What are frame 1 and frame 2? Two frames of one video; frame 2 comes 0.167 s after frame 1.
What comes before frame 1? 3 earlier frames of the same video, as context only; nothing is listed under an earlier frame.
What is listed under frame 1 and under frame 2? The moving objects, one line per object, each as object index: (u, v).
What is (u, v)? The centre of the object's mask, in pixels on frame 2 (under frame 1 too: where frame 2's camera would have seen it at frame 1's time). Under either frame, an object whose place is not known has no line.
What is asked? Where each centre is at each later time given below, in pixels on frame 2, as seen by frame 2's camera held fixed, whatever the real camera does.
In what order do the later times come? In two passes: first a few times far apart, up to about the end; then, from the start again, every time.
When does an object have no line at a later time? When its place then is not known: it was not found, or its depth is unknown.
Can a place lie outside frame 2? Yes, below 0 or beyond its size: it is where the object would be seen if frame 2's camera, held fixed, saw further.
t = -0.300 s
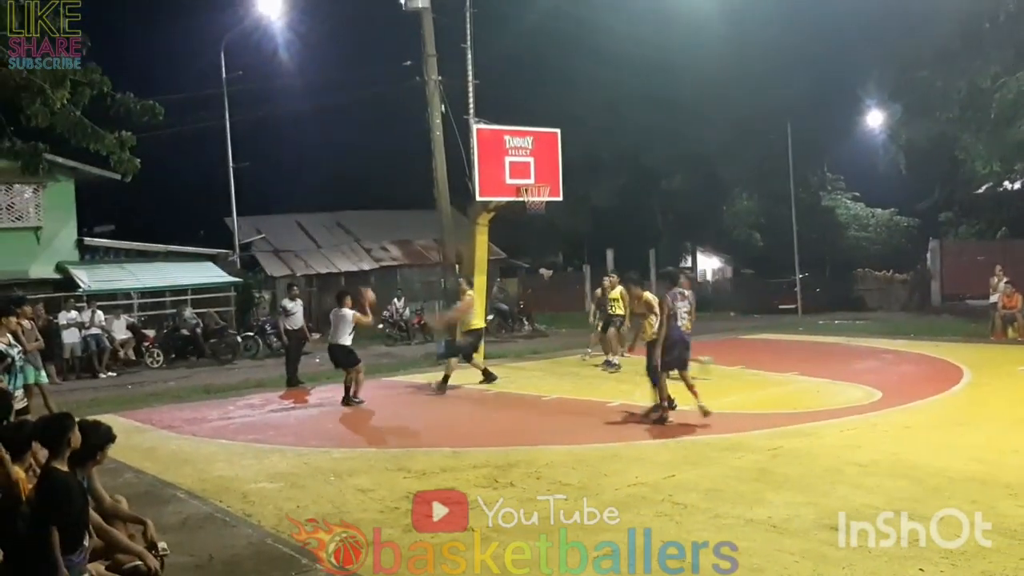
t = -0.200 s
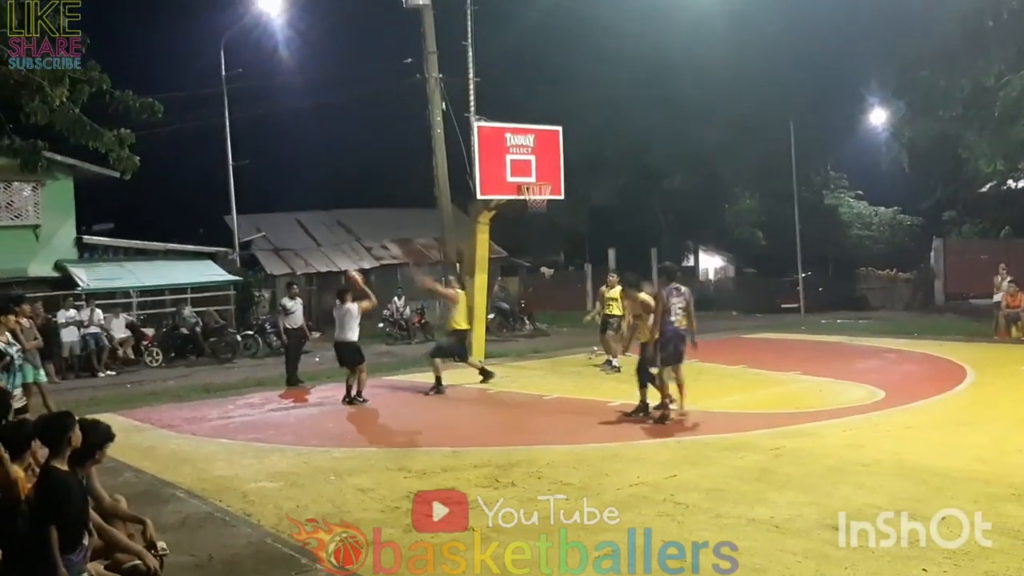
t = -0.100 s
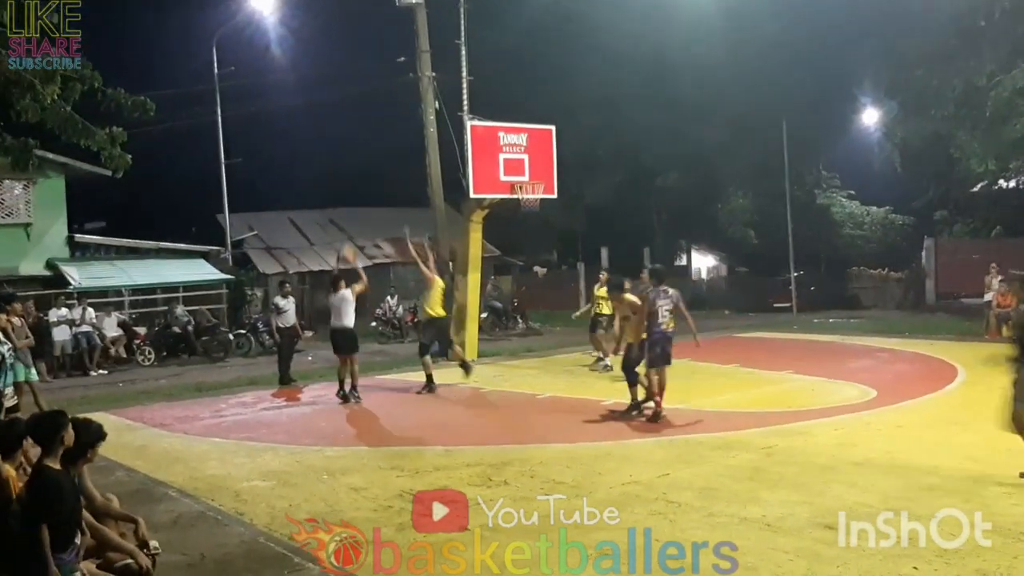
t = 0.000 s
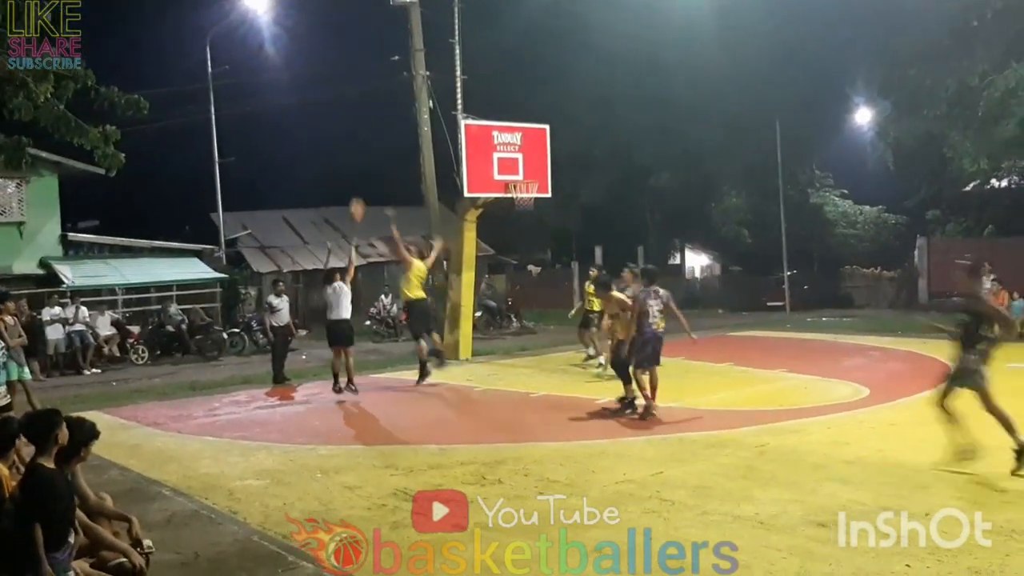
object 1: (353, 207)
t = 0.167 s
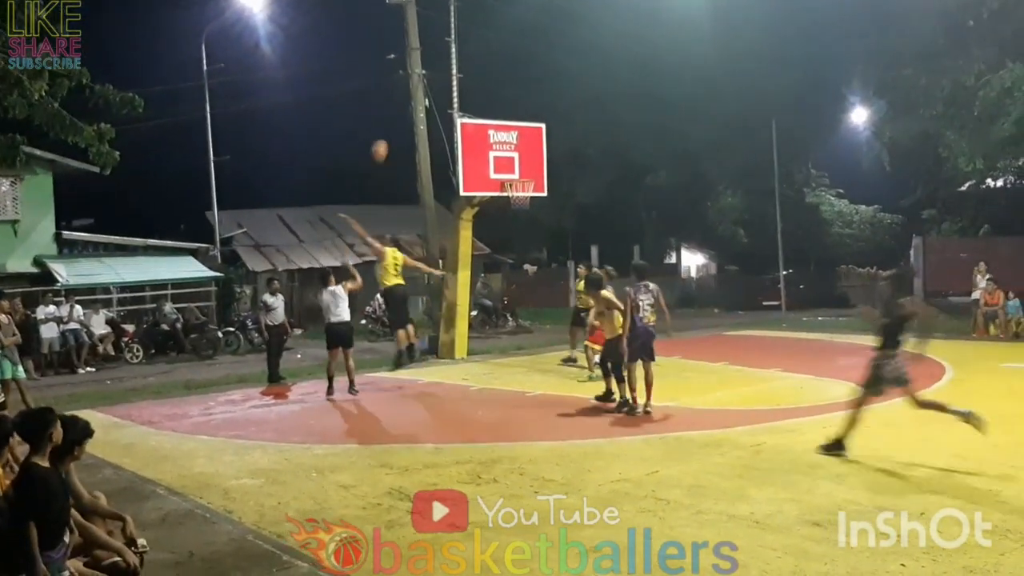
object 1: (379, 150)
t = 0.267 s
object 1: (396, 126)
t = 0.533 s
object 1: (437, 99)
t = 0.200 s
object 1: (385, 142)
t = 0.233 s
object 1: (390, 134)
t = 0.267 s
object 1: (396, 126)
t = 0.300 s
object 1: (401, 120)
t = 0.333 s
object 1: (406, 115)
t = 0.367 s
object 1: (411, 110)
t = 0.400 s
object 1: (417, 106)
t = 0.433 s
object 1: (423, 103)
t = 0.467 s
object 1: (428, 101)
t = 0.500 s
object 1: (432, 100)
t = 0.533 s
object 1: (437, 99)
